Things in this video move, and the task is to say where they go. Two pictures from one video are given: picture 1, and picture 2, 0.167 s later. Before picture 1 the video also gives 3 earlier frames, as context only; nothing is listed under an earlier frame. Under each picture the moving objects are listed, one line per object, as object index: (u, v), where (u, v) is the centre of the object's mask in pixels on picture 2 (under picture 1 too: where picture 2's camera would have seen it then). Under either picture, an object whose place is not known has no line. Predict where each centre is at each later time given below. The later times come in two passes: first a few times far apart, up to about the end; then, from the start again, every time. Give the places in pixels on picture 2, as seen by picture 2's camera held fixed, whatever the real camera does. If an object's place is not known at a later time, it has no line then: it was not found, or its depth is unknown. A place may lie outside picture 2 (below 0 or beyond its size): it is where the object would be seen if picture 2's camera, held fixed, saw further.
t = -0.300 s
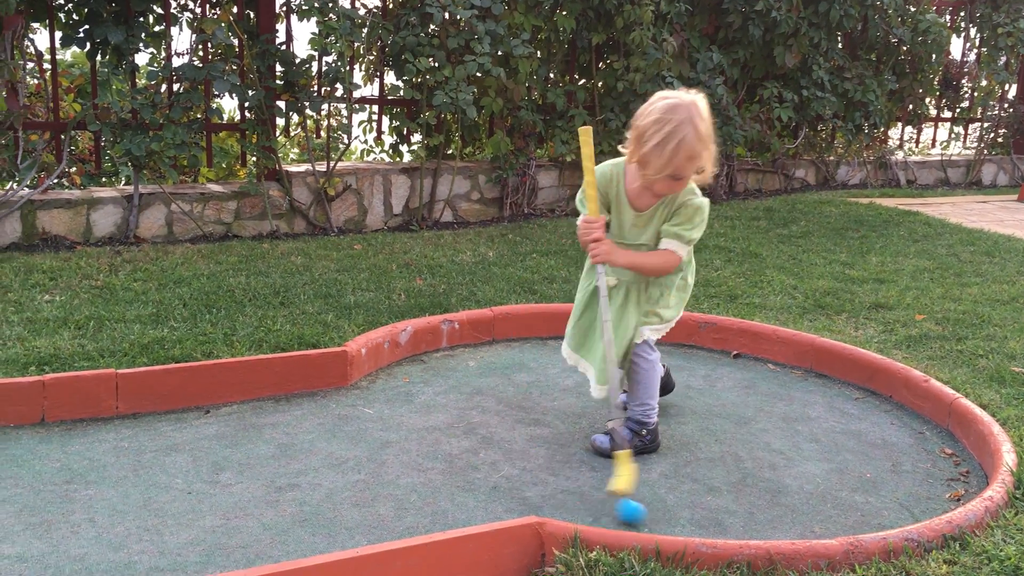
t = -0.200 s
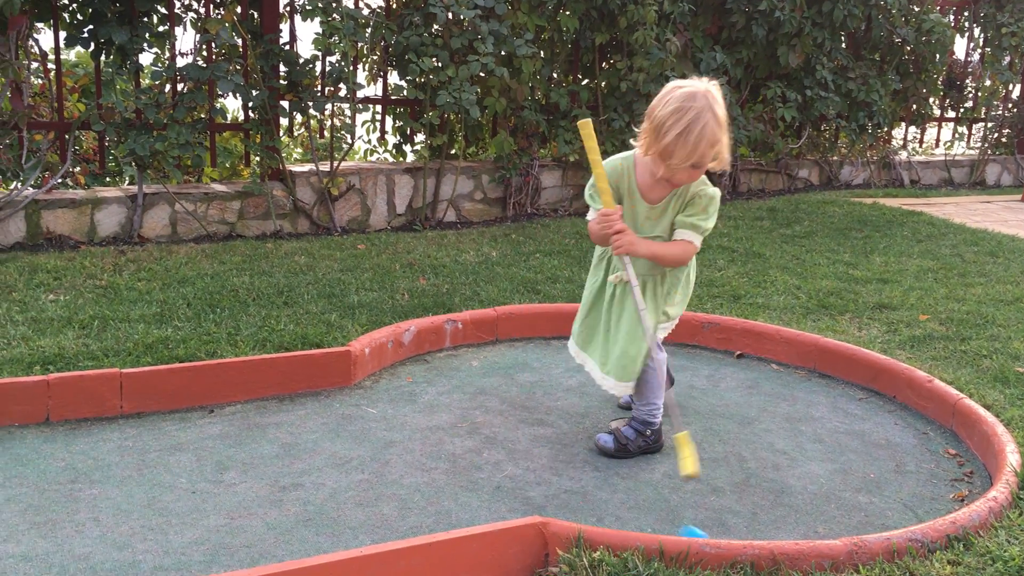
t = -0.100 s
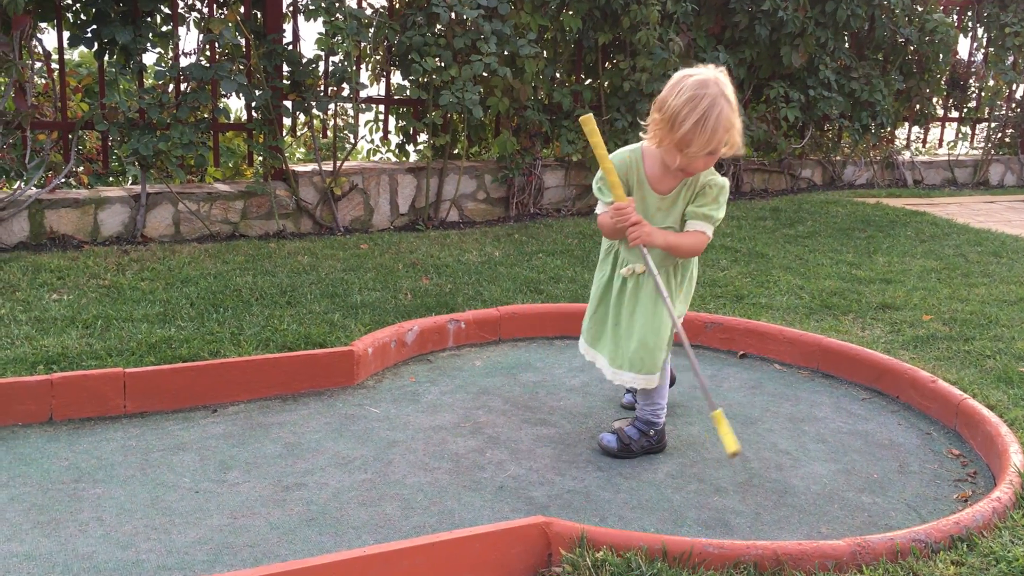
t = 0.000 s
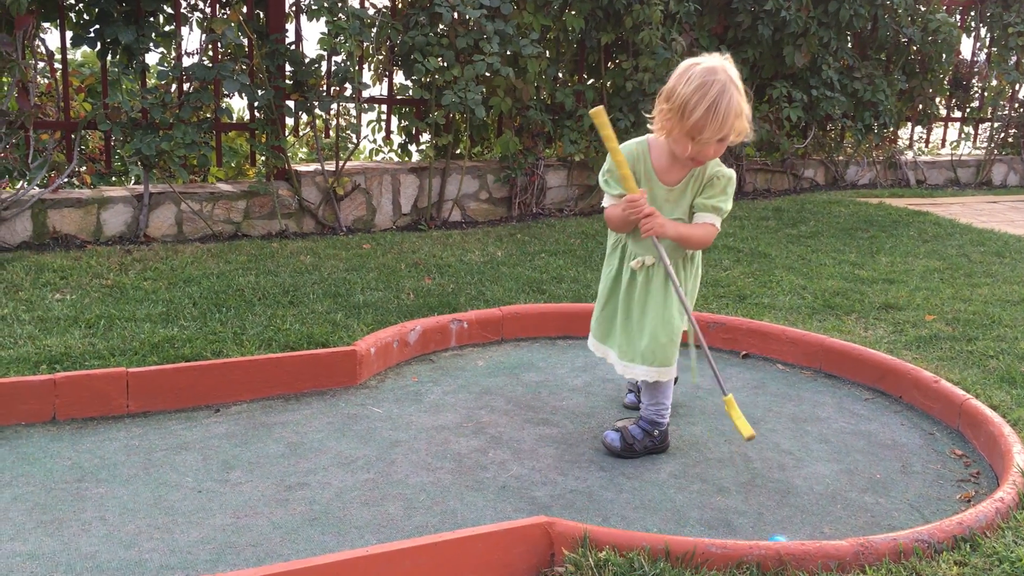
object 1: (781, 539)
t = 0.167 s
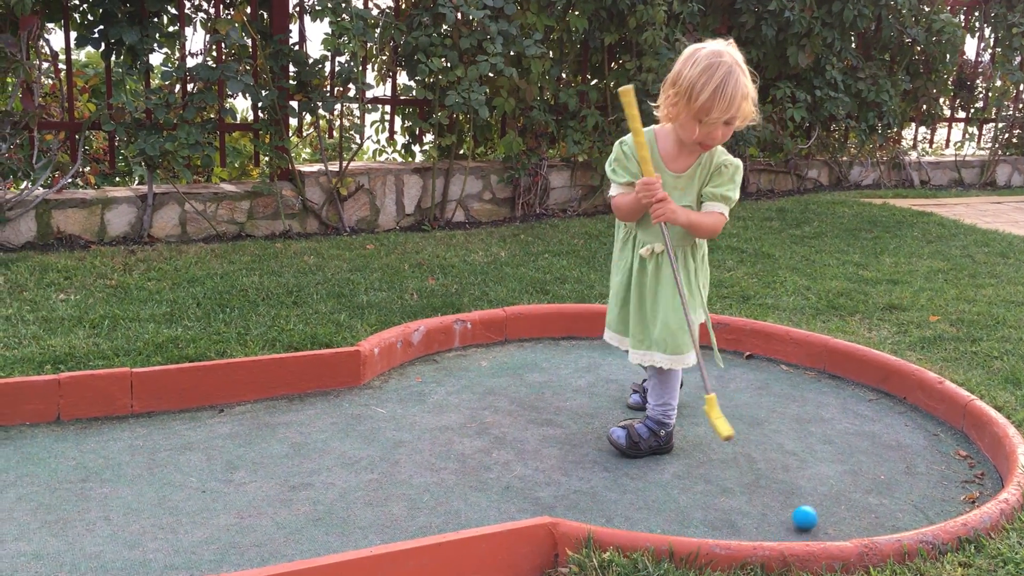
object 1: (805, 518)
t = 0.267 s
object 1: (817, 501)
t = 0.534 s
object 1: (846, 464)
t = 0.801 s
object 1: (871, 436)
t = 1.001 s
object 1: (888, 418)
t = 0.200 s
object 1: (809, 512)
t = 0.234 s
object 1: (813, 507)
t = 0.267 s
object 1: (817, 501)
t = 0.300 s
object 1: (821, 496)
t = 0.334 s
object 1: (824, 491)
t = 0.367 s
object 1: (828, 486)
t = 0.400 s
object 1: (832, 481)
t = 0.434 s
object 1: (835, 476)
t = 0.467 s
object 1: (839, 472)
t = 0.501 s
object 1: (842, 468)
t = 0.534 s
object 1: (846, 464)
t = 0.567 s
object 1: (849, 460)
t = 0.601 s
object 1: (852, 457)
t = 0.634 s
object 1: (856, 453)
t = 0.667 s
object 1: (859, 449)
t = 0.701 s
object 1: (862, 446)
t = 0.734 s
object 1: (865, 442)
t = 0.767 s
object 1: (868, 439)
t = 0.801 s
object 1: (871, 436)
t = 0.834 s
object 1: (874, 433)
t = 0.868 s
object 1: (877, 430)
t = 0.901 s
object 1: (880, 426)
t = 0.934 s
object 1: (883, 424)
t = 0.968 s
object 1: (885, 421)
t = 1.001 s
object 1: (888, 418)
